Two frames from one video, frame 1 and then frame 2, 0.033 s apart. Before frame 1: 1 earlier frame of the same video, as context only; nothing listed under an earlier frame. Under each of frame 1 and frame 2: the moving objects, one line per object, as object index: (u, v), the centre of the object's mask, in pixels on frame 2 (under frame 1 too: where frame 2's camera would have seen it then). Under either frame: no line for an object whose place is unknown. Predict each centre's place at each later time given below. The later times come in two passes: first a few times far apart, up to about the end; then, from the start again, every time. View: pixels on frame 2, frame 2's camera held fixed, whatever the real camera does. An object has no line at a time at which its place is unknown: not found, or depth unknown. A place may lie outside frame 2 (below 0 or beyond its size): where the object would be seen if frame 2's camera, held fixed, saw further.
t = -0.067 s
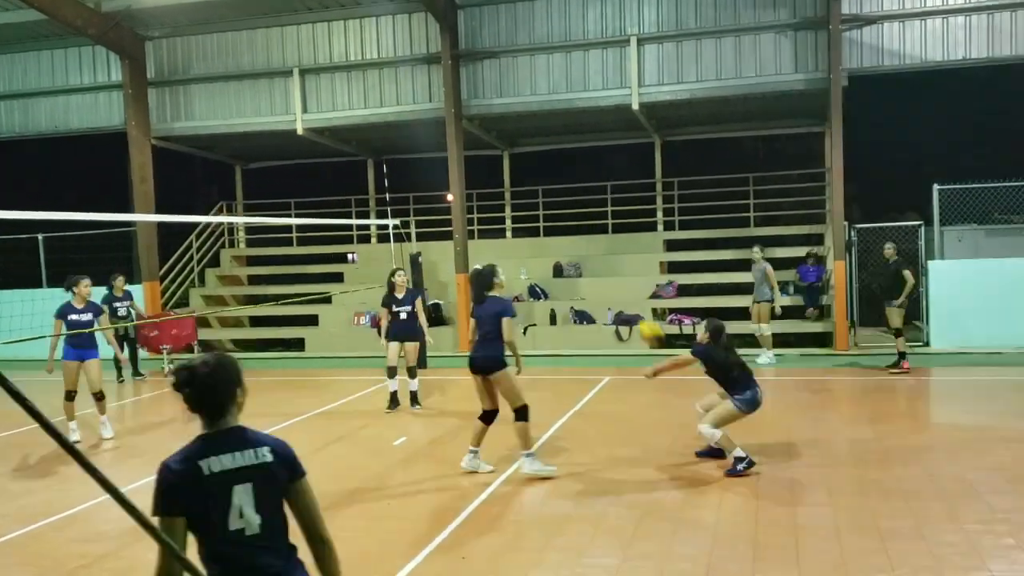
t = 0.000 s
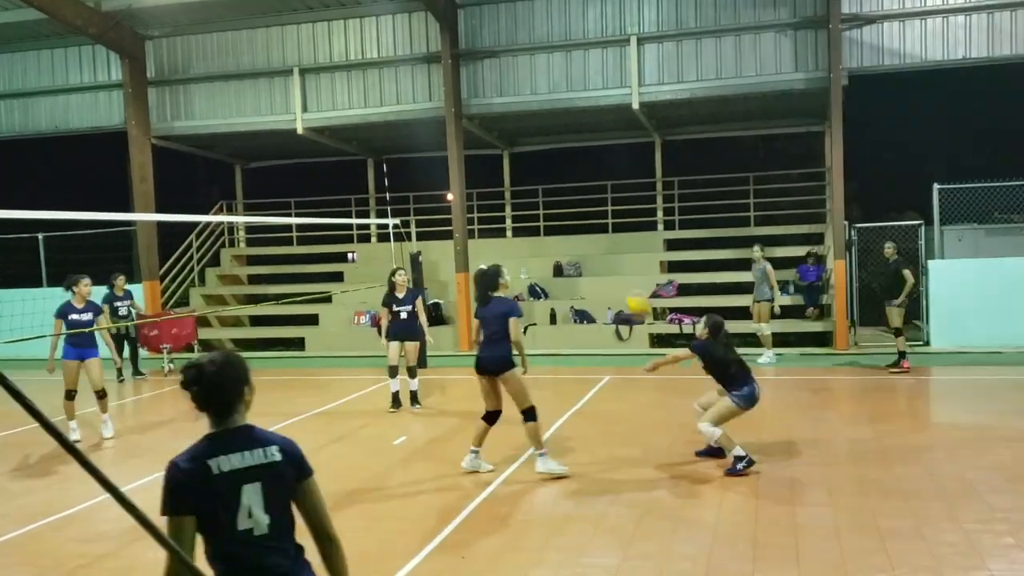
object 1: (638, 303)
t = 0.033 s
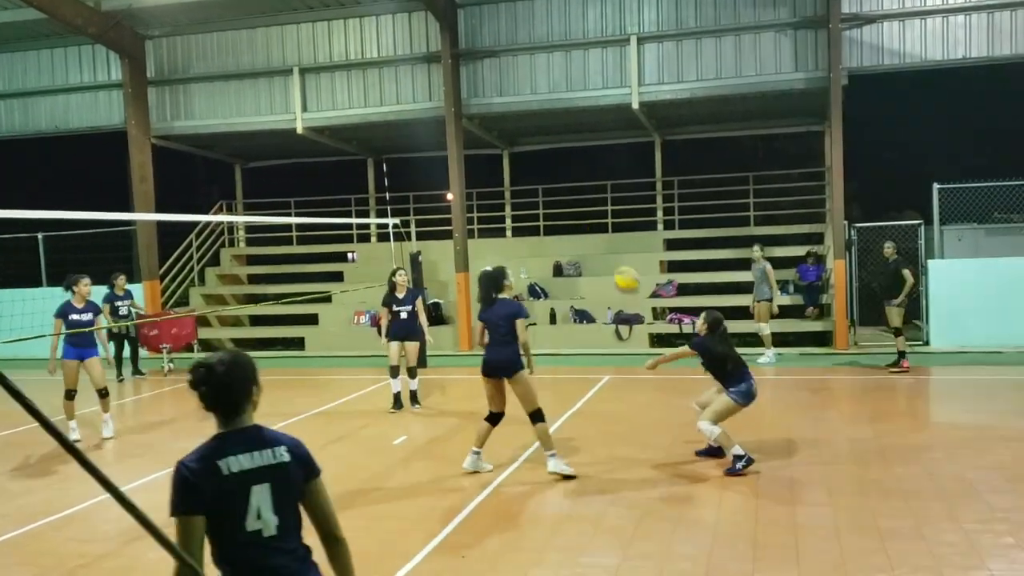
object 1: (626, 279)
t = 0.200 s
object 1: (572, 187)
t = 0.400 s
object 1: (516, 123)
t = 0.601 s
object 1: (467, 104)
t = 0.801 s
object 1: (426, 124)
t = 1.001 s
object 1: (391, 175)
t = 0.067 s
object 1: (614, 257)
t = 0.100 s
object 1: (603, 238)
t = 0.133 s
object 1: (593, 219)
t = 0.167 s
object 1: (582, 203)
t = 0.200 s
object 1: (572, 187)
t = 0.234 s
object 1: (562, 173)
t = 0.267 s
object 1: (552, 160)
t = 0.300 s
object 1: (543, 149)
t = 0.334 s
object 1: (534, 138)
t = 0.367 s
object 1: (524, 130)
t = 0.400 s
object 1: (516, 123)
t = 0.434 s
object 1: (508, 117)
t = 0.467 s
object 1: (499, 113)
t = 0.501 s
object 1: (491, 109)
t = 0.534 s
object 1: (482, 106)
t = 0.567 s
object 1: (474, 105)
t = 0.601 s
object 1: (467, 104)
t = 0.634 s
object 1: (459, 105)
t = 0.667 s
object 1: (453, 107)
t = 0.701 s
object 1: (446, 109)
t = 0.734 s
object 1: (438, 114)
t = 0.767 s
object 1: (433, 118)
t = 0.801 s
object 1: (426, 124)
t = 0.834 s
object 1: (420, 130)
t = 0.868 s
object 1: (413, 137)
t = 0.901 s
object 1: (408, 145)
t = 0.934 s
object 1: (402, 155)
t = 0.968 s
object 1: (397, 165)
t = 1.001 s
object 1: (391, 175)
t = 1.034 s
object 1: (386, 185)
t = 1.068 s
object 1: (381, 198)
